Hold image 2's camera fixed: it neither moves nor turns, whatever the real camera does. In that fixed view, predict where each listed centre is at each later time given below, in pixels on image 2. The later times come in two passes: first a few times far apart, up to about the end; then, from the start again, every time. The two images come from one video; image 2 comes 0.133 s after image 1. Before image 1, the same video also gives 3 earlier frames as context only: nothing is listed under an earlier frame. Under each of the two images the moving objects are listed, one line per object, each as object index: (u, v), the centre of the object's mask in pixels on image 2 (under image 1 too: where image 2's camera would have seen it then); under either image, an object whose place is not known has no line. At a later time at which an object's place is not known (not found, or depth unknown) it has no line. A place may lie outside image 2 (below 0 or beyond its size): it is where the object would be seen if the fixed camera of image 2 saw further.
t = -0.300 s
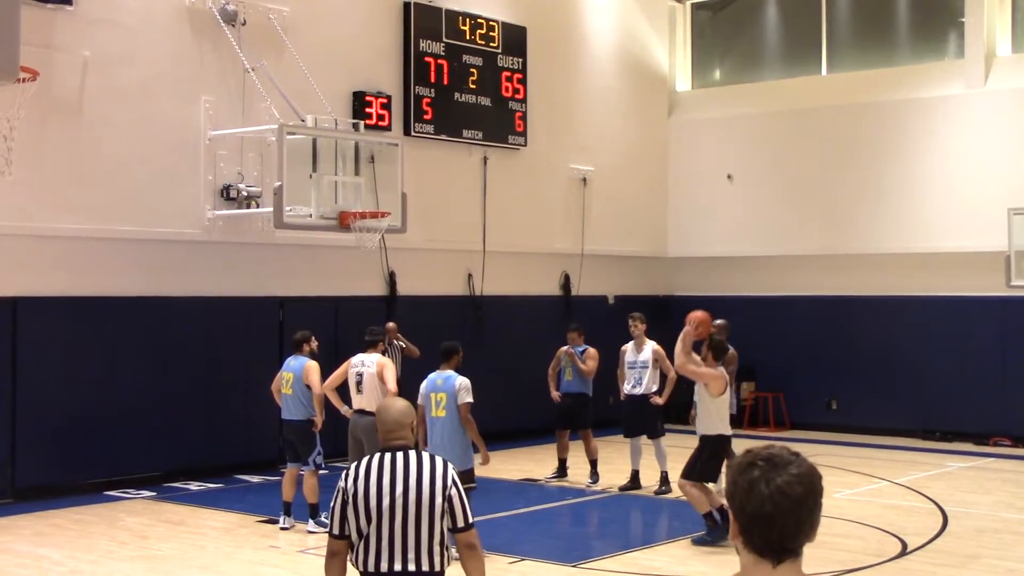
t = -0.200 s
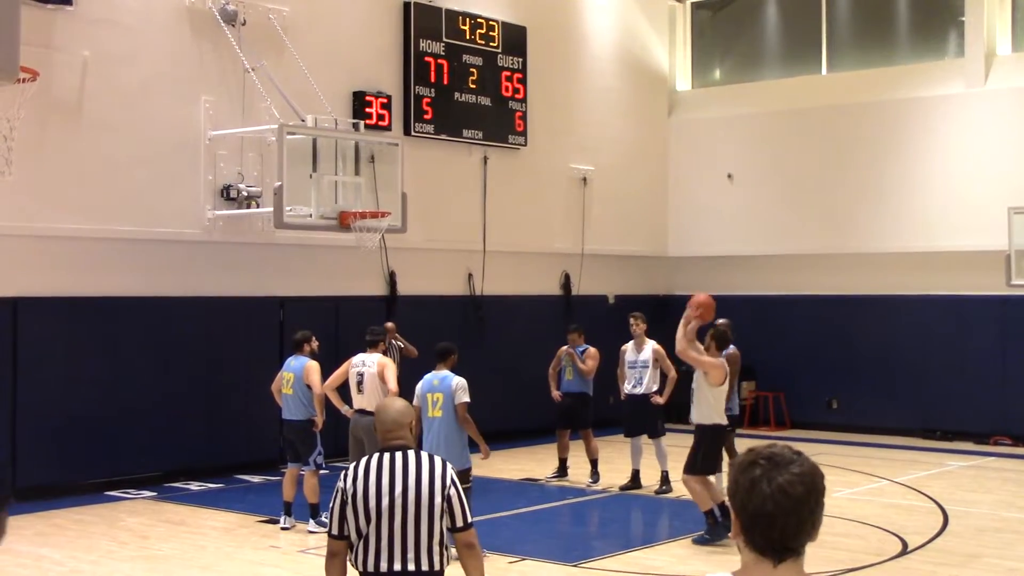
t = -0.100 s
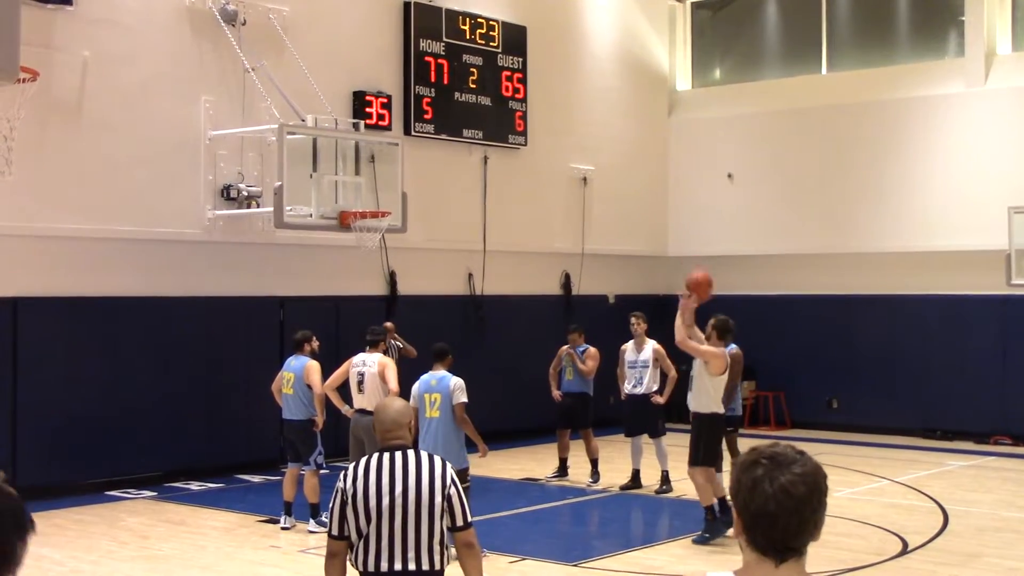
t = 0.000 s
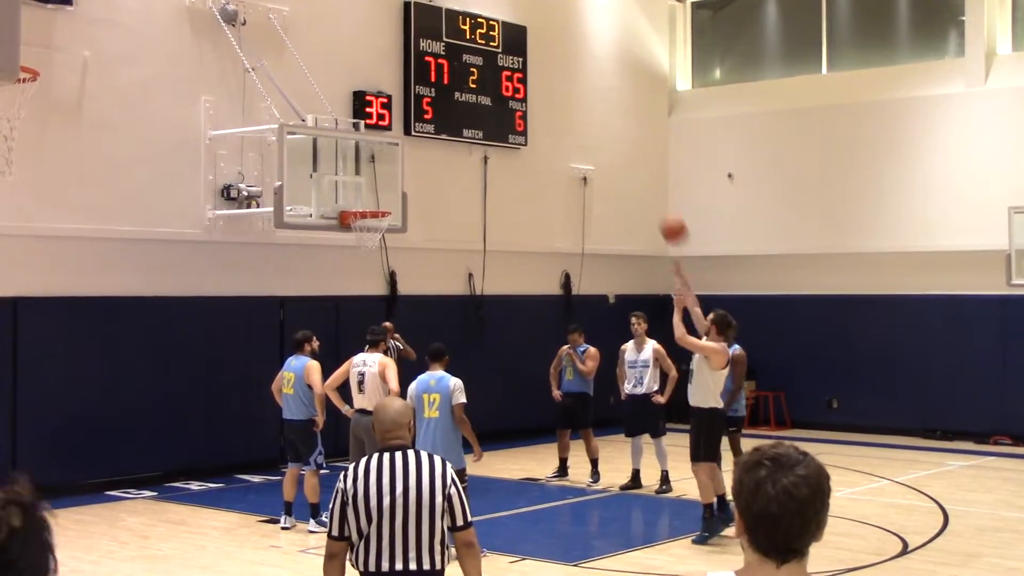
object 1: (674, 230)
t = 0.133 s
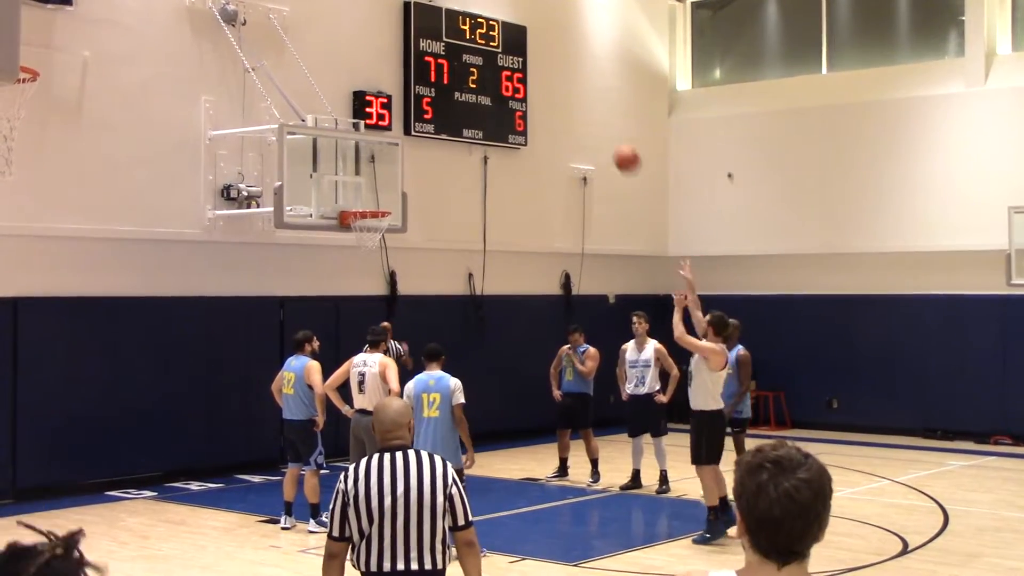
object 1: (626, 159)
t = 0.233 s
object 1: (593, 121)
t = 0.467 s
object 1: (523, 77)
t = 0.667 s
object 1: (467, 81)
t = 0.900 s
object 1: (406, 132)
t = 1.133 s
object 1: (370, 203)
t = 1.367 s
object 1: (439, 200)
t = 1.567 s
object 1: (502, 238)
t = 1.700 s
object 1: (549, 289)
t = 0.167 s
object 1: (615, 145)
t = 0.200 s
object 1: (604, 132)
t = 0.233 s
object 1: (593, 121)
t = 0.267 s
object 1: (582, 111)
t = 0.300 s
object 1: (572, 102)
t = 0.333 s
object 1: (562, 95)
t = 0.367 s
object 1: (552, 89)
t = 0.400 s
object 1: (542, 83)
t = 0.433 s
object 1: (532, 79)
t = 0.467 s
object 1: (523, 77)
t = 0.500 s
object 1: (513, 75)
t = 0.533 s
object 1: (502, 74)
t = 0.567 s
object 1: (493, 74)
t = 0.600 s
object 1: (484, 75)
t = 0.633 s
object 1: (476, 78)
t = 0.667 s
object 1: (467, 81)
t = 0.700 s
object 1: (457, 86)
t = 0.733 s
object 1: (449, 91)
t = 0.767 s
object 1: (441, 97)
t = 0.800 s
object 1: (432, 105)
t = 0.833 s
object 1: (424, 112)
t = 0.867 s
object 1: (414, 122)
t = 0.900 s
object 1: (406, 132)
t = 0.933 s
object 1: (398, 144)
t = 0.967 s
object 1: (390, 155)
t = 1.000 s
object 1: (382, 168)
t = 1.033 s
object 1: (374, 181)
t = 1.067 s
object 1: (366, 195)
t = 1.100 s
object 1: (361, 203)
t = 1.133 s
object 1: (370, 203)
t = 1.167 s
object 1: (380, 201)
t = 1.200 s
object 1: (389, 198)
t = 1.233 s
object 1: (399, 197)
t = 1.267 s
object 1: (409, 196)
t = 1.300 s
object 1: (418, 196)
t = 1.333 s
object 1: (428, 198)
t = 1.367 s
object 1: (439, 200)
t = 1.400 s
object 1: (448, 204)
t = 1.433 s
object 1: (459, 208)
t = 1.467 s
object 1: (469, 214)
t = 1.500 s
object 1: (480, 220)
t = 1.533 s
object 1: (491, 229)
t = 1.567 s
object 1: (502, 238)
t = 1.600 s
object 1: (513, 249)
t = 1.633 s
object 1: (524, 261)
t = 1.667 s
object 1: (536, 274)
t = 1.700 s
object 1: (549, 289)
